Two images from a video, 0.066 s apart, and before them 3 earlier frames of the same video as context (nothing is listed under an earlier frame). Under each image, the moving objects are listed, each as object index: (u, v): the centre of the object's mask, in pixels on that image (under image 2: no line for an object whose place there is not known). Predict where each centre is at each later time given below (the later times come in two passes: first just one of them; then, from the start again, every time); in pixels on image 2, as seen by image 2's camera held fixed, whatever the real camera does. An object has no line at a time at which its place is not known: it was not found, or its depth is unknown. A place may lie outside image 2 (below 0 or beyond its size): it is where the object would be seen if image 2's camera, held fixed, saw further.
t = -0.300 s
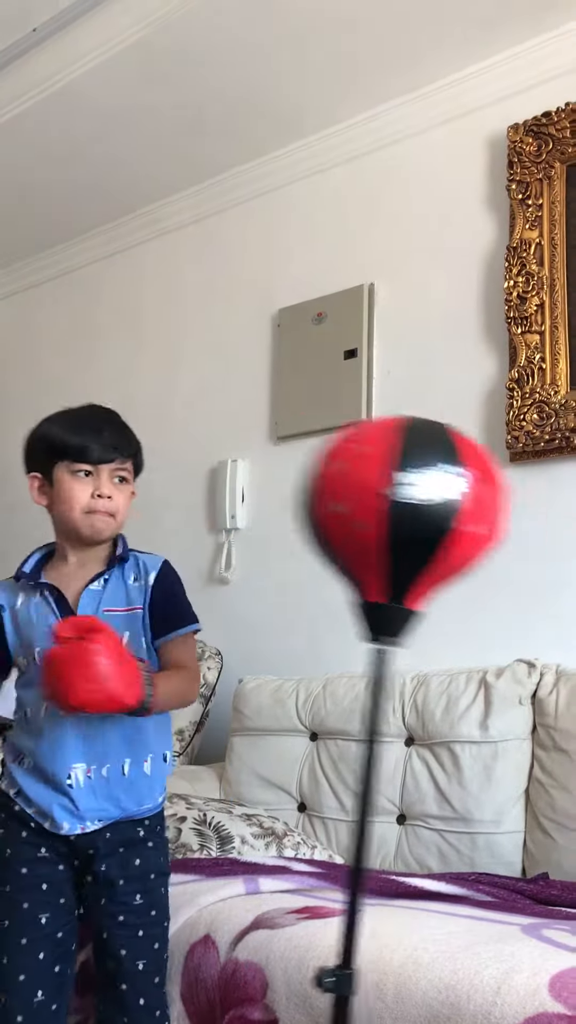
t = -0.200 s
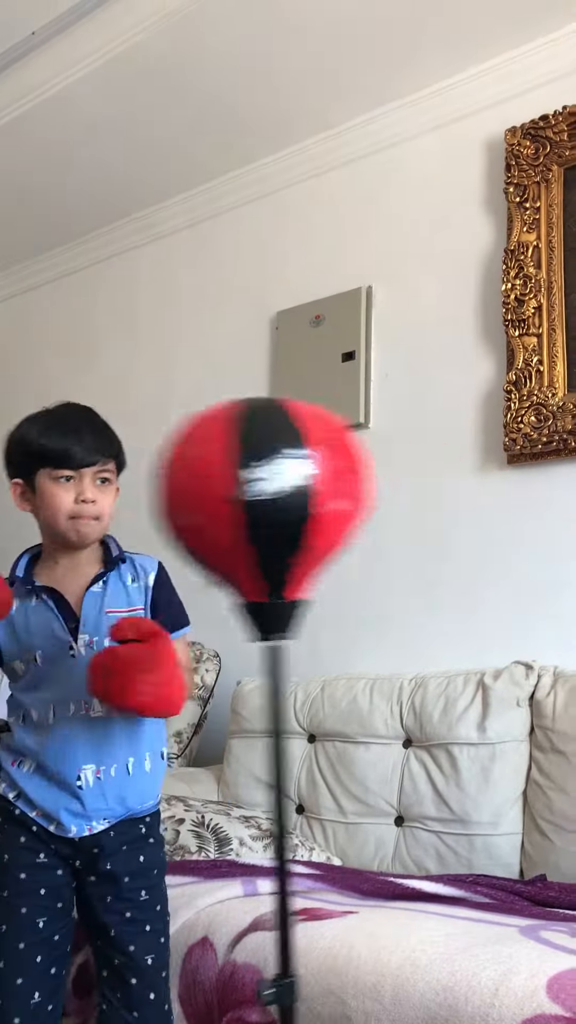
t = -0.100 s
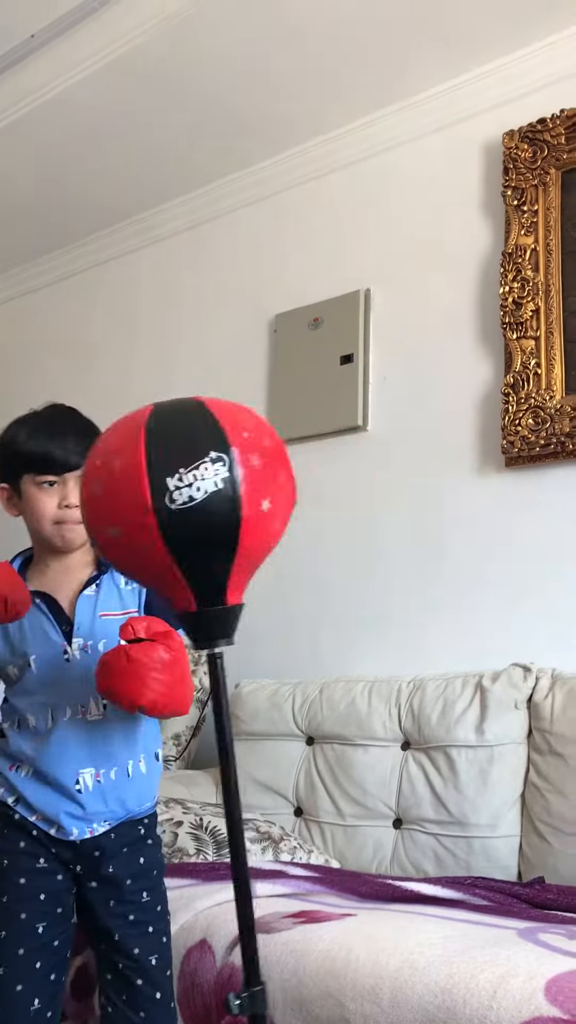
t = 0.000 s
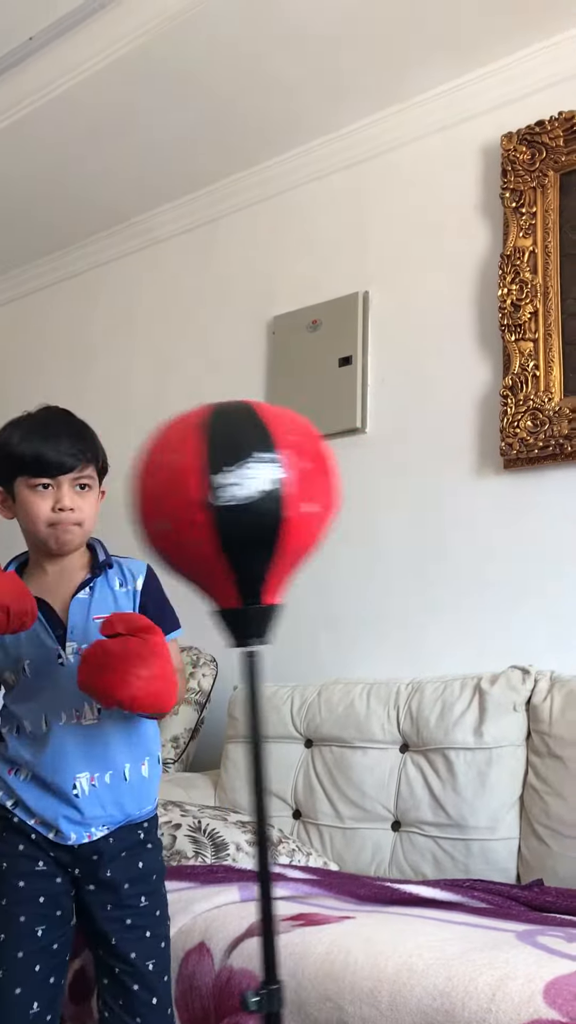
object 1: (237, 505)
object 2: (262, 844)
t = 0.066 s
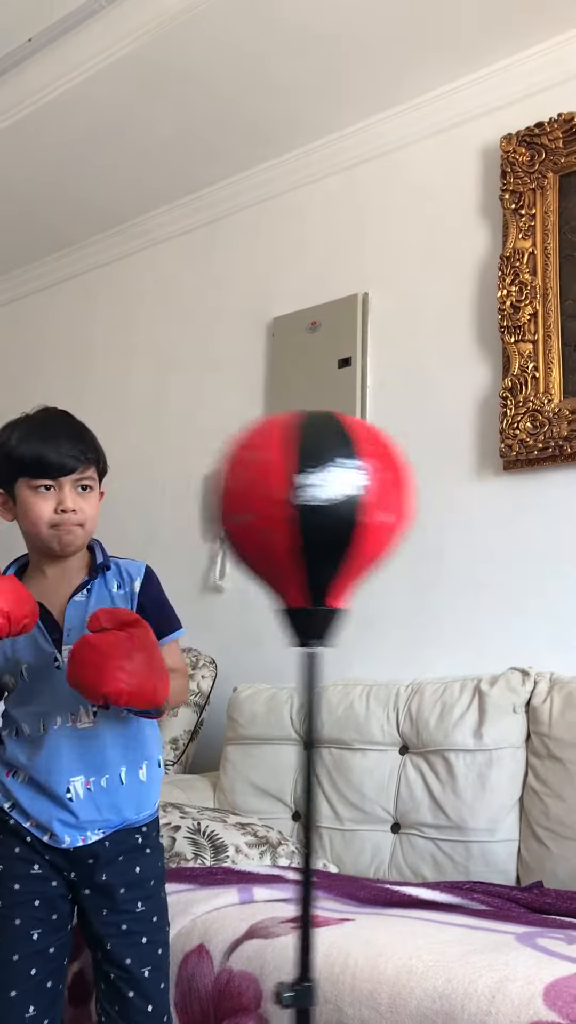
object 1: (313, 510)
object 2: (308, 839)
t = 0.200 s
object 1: (412, 528)
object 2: (366, 848)
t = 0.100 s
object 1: (350, 514)
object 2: (330, 844)
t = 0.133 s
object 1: (381, 520)
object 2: (346, 846)
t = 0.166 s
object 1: (401, 526)
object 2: (359, 849)
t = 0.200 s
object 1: (412, 528)
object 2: (366, 848)
